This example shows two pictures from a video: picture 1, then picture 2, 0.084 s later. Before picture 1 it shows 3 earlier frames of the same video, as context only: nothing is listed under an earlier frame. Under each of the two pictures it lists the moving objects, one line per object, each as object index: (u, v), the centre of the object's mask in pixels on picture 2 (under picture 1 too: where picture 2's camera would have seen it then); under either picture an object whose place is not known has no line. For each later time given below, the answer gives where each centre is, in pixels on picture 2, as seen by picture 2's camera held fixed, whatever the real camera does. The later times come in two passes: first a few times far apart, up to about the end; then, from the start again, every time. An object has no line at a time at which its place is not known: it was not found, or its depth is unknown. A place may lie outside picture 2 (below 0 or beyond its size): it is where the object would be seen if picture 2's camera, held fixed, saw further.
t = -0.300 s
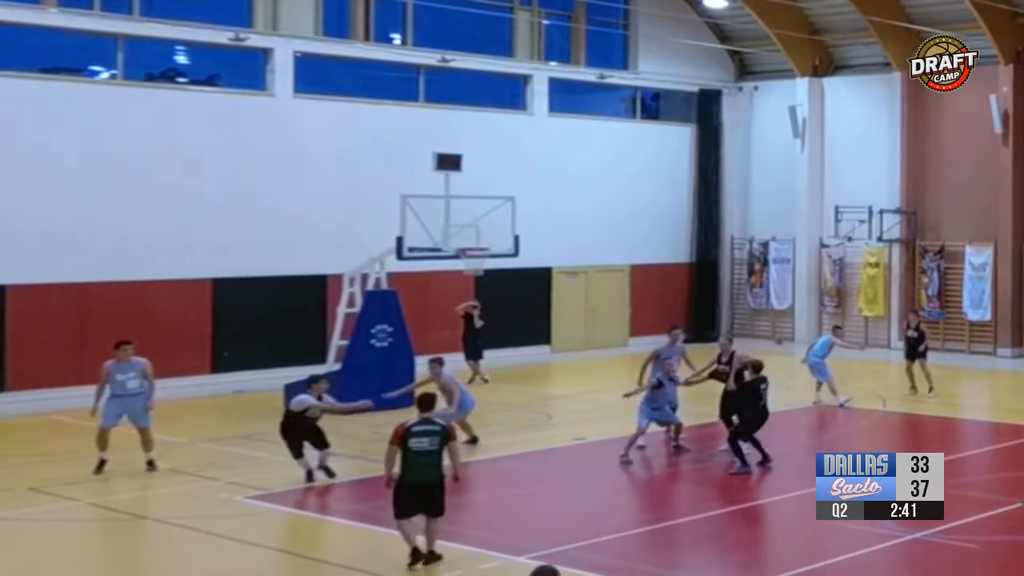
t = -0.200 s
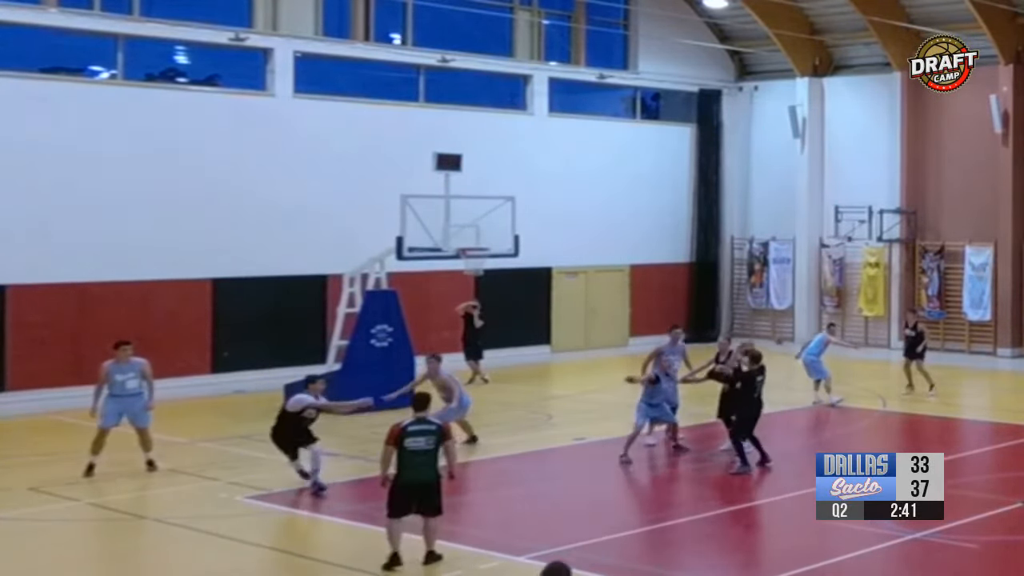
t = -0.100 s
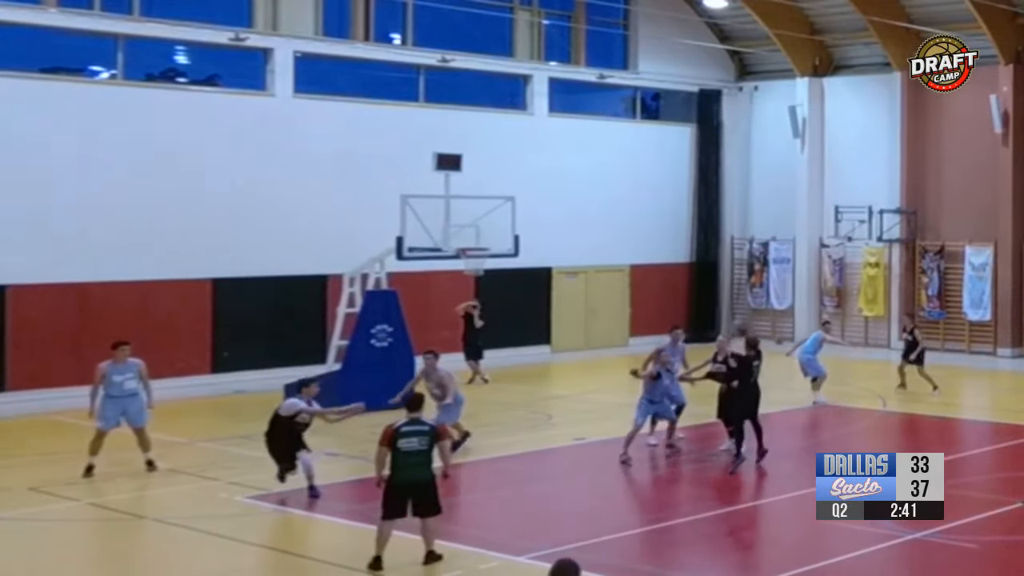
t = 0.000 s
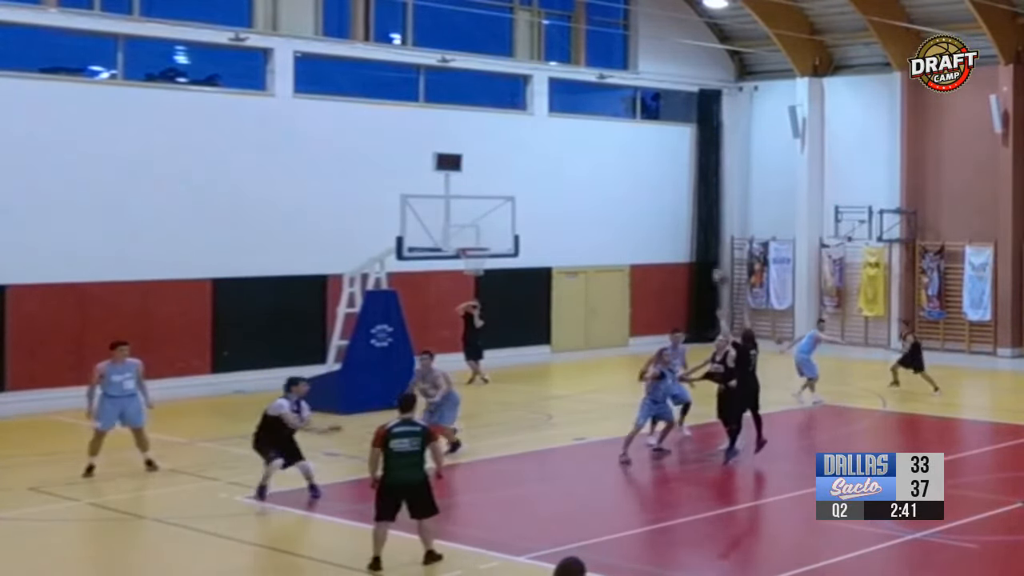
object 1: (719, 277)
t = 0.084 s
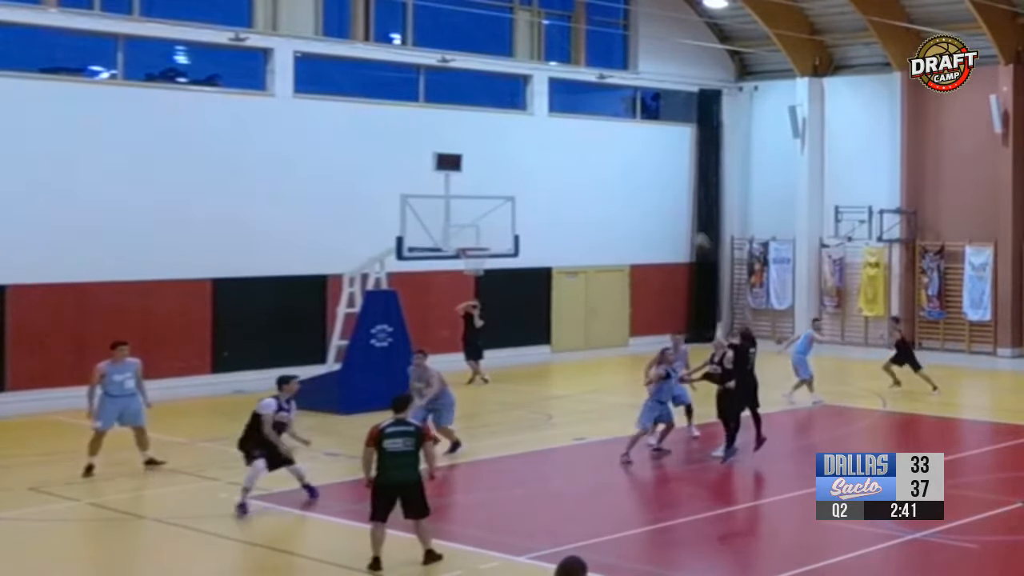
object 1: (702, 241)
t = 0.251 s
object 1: (664, 188)
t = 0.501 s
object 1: (614, 144)
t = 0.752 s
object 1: (567, 140)
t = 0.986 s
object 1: (528, 168)
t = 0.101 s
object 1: (698, 235)
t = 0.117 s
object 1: (694, 231)
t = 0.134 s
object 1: (690, 225)
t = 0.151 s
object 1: (685, 219)
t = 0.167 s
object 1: (682, 213)
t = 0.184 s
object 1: (679, 207)
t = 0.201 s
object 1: (675, 202)
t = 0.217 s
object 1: (671, 198)
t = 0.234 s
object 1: (668, 192)
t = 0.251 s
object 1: (664, 188)
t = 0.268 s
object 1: (661, 184)
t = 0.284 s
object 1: (657, 179)
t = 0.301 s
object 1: (654, 175)
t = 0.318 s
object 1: (650, 172)
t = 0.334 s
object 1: (647, 168)
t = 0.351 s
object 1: (644, 165)
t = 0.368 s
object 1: (640, 162)
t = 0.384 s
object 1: (637, 159)
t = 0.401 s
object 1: (633, 156)
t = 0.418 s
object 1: (630, 154)
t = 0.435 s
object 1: (627, 152)
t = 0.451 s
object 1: (624, 149)
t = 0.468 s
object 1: (620, 147)
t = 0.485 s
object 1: (617, 146)
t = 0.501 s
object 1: (614, 144)
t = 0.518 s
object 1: (610, 143)
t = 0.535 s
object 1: (607, 141)
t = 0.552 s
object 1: (604, 140)
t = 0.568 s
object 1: (601, 139)
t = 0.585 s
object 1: (598, 138)
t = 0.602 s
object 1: (594, 138)
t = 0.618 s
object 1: (592, 137)
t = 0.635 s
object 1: (588, 137)
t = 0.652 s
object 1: (585, 137)
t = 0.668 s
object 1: (582, 137)
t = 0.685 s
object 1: (579, 137)
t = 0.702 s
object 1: (576, 138)
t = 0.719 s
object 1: (573, 138)
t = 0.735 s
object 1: (571, 139)
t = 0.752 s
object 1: (567, 140)
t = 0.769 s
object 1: (565, 141)
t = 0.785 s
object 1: (562, 142)
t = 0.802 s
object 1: (559, 143)
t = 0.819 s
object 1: (556, 145)
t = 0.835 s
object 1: (553, 146)
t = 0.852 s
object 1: (550, 148)
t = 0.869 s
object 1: (547, 150)
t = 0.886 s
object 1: (545, 152)
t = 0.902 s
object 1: (542, 155)
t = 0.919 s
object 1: (539, 157)
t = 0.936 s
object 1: (536, 160)
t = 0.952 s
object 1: (533, 162)
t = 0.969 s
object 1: (531, 165)
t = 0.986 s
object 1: (528, 168)
